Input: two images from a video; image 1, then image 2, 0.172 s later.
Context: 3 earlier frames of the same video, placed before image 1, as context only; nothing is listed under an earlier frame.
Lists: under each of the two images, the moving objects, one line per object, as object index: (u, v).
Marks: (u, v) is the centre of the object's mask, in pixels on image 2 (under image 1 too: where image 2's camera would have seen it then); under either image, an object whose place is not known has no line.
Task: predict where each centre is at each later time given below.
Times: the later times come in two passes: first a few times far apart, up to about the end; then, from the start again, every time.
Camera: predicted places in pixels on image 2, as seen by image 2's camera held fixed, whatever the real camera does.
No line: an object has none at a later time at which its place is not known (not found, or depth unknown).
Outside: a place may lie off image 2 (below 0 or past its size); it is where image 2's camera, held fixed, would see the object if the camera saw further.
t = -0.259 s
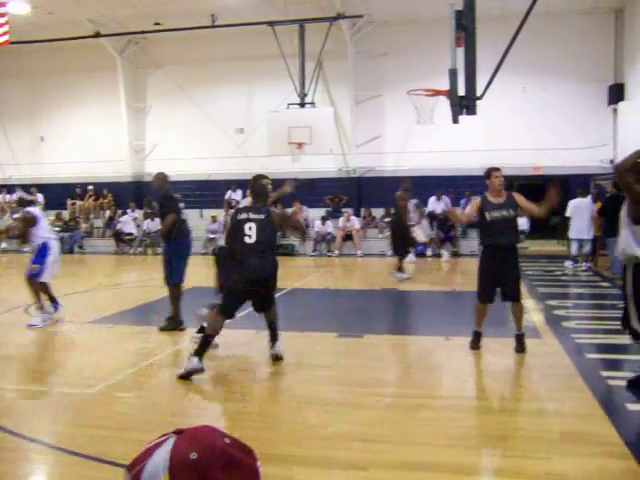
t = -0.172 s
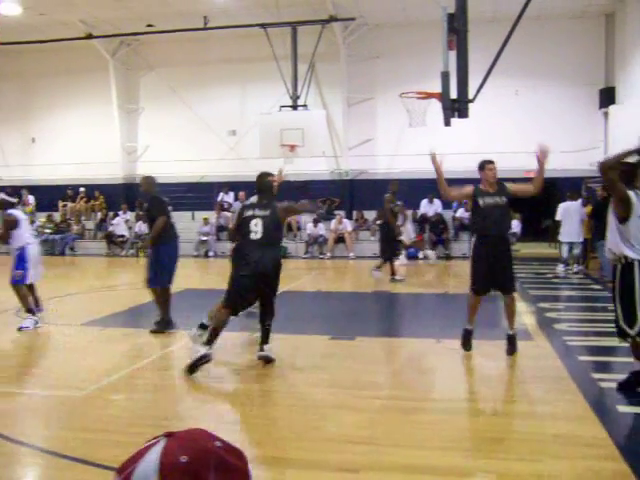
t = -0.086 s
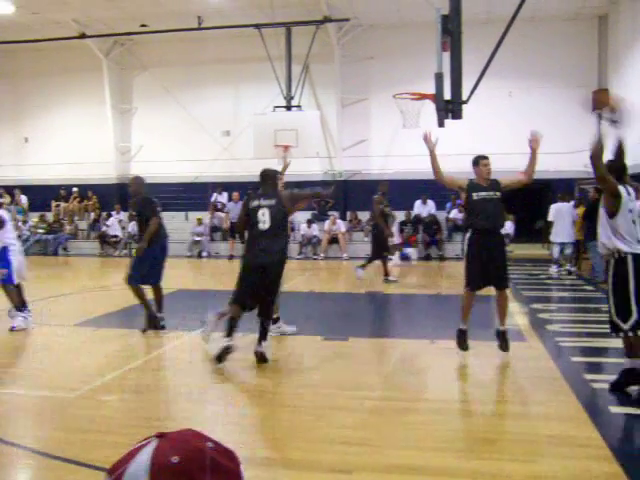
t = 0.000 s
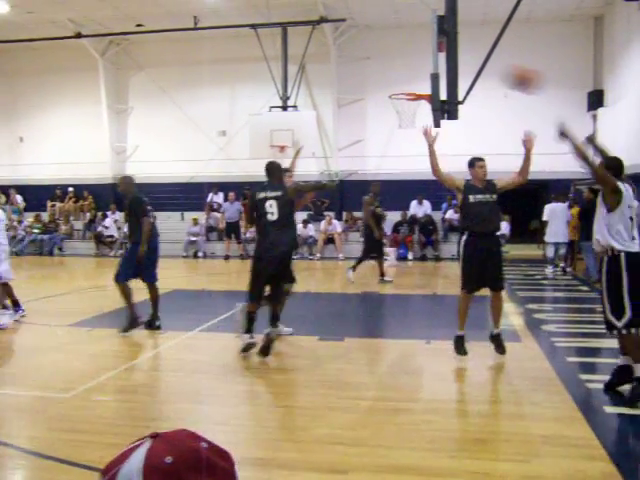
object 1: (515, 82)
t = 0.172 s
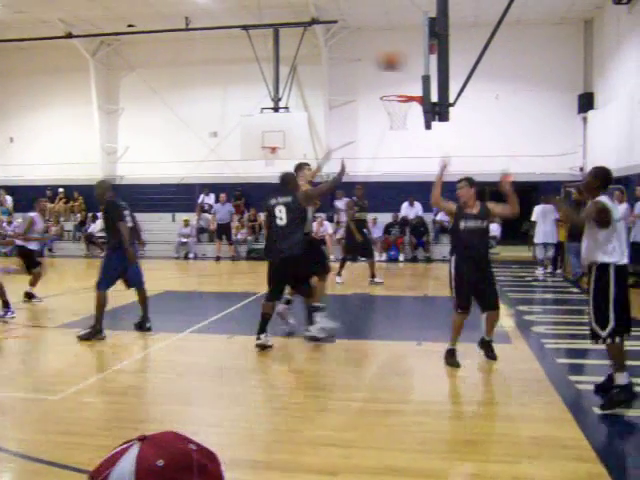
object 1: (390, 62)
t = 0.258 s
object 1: (345, 63)
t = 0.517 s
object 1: (246, 97)
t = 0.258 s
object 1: (345, 63)
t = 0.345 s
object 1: (306, 71)
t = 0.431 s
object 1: (274, 82)
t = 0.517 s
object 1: (246, 97)
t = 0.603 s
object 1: (221, 116)
